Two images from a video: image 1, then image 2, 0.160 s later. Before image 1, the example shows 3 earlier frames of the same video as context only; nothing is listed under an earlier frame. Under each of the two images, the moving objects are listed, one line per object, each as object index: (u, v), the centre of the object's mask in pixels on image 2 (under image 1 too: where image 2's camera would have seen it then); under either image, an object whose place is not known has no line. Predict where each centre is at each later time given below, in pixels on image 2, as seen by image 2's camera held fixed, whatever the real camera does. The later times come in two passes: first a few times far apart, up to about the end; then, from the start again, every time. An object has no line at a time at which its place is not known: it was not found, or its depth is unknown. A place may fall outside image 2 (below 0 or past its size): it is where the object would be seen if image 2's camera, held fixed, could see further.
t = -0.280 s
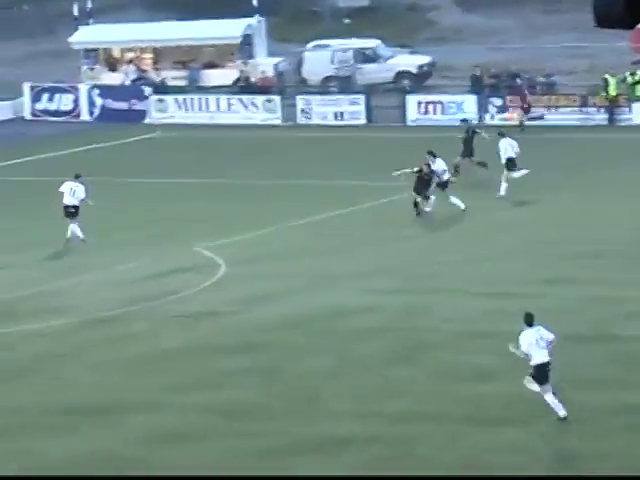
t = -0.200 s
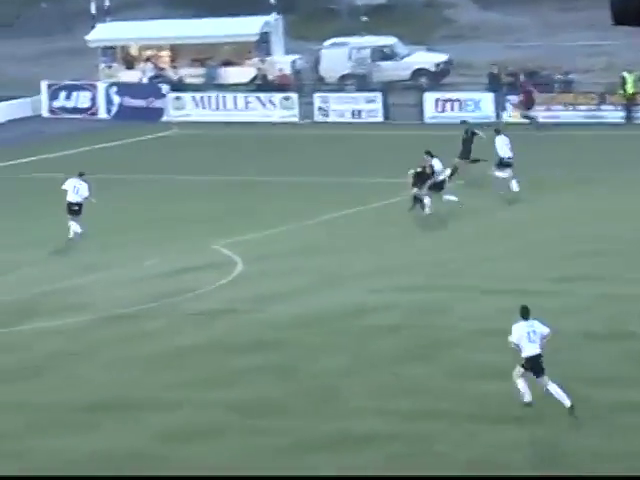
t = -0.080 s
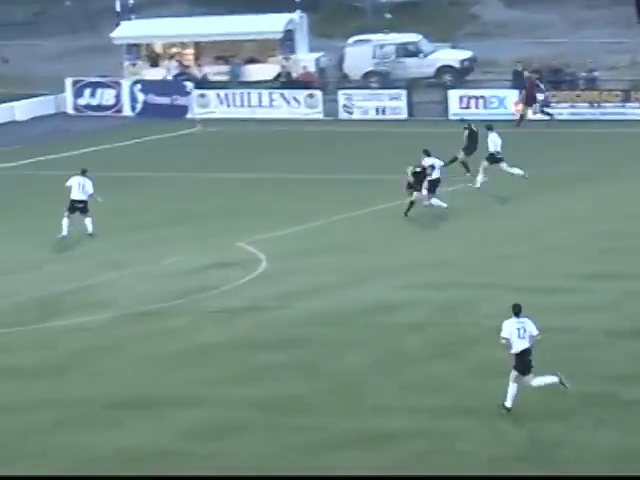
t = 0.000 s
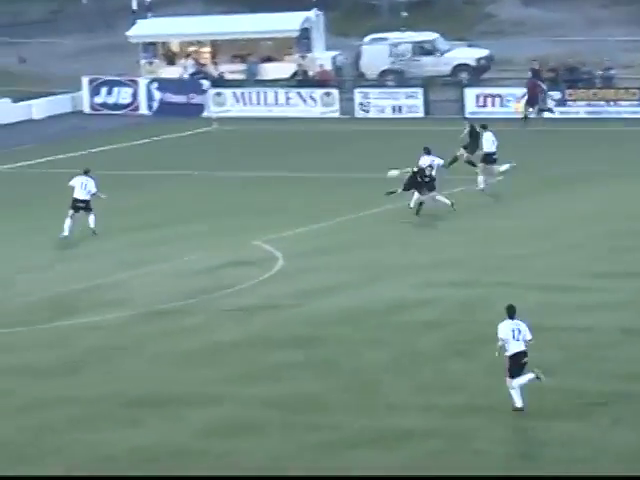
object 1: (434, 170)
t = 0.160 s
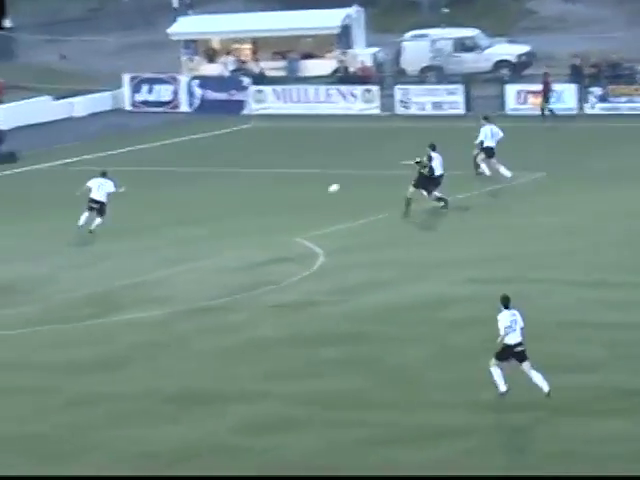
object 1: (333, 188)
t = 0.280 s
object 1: (264, 205)
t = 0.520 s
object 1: (148, 219)
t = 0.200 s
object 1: (310, 195)
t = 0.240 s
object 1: (286, 202)
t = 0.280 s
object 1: (264, 205)
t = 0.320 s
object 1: (244, 205)
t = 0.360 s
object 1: (224, 206)
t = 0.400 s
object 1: (204, 208)
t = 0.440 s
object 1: (185, 211)
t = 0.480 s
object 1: (166, 215)
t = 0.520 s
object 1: (148, 219)
